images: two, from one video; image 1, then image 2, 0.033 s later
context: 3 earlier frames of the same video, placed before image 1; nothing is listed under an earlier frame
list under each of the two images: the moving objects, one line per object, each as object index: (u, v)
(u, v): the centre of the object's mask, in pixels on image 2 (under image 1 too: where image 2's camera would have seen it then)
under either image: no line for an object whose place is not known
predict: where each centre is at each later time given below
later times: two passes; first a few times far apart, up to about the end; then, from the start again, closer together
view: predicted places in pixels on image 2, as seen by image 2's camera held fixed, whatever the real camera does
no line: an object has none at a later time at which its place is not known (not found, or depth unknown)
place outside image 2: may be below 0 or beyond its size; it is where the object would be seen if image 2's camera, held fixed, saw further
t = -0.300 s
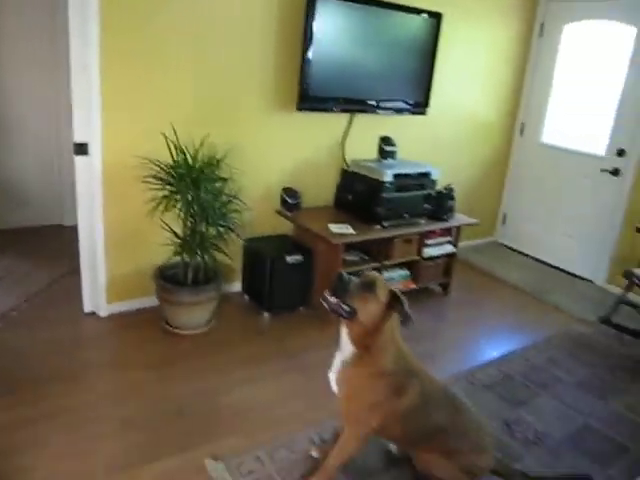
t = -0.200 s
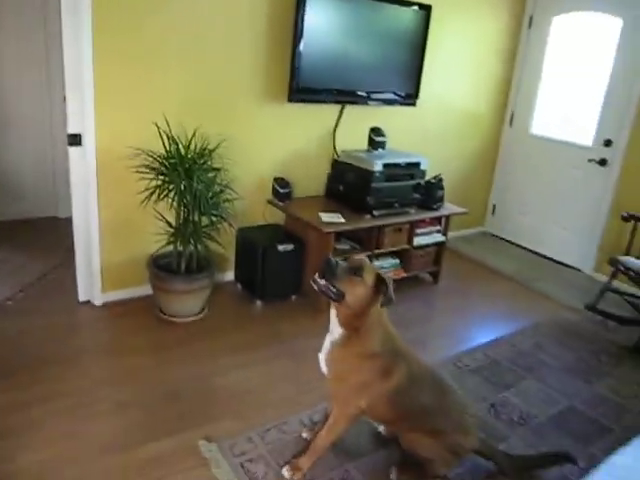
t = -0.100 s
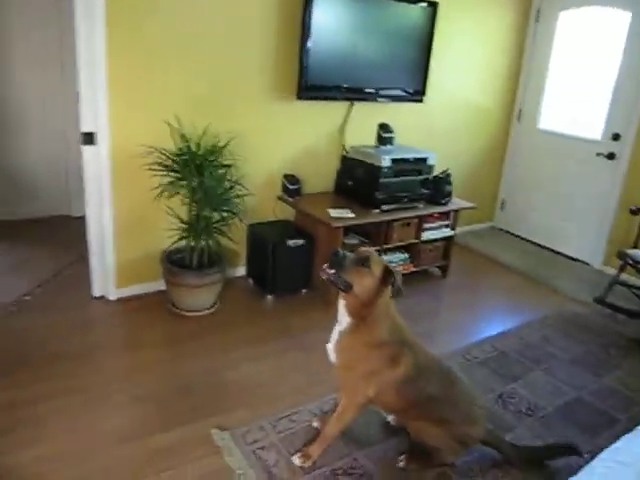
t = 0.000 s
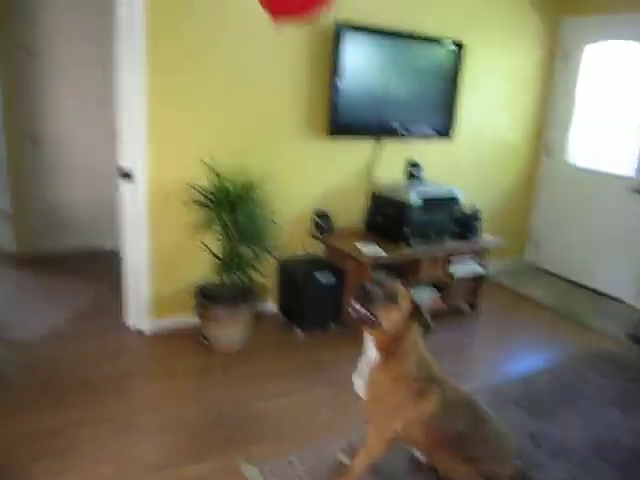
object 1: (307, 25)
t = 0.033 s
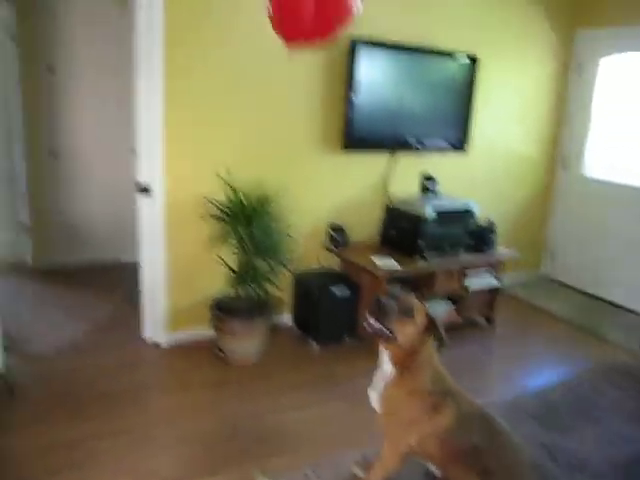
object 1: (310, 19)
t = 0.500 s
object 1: (281, 136)
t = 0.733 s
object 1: (256, 208)
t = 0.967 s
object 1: (239, 275)
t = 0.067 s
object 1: (311, 14)
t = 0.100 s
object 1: (311, 15)
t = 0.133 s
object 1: (309, 25)
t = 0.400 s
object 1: (290, 107)
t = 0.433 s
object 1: (287, 116)
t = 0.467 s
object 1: (284, 126)
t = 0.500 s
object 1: (281, 136)
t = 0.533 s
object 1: (278, 147)
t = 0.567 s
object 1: (274, 157)
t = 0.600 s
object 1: (271, 167)
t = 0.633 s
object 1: (267, 178)
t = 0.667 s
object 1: (263, 188)
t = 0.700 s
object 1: (260, 198)
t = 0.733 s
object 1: (256, 208)
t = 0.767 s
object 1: (254, 217)
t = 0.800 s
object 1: (250, 228)
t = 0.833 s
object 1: (248, 237)
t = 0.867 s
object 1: (245, 246)
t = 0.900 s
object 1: (243, 256)
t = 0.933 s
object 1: (241, 266)
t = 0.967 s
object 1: (239, 275)
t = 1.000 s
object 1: (237, 285)
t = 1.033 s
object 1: (236, 293)
